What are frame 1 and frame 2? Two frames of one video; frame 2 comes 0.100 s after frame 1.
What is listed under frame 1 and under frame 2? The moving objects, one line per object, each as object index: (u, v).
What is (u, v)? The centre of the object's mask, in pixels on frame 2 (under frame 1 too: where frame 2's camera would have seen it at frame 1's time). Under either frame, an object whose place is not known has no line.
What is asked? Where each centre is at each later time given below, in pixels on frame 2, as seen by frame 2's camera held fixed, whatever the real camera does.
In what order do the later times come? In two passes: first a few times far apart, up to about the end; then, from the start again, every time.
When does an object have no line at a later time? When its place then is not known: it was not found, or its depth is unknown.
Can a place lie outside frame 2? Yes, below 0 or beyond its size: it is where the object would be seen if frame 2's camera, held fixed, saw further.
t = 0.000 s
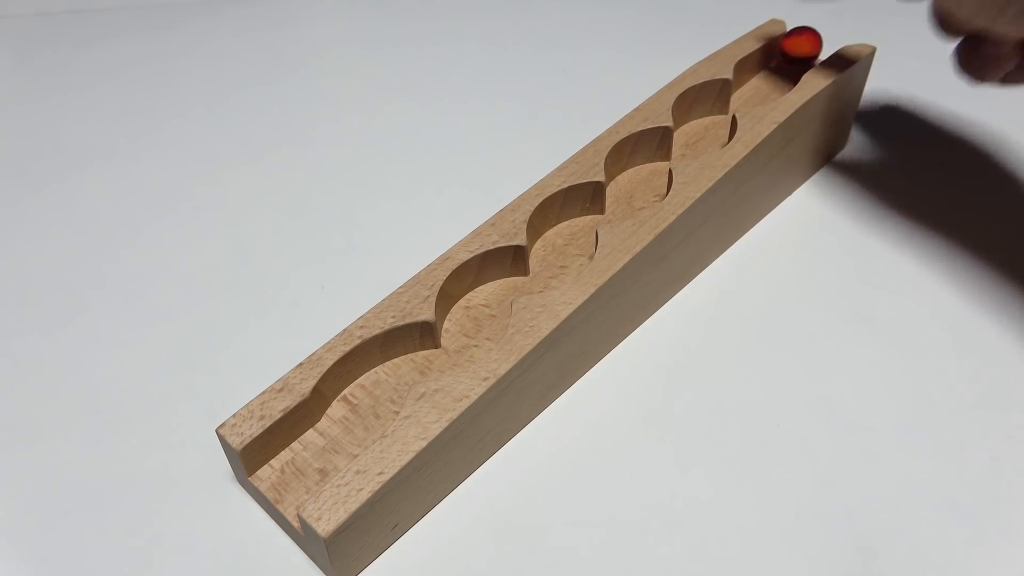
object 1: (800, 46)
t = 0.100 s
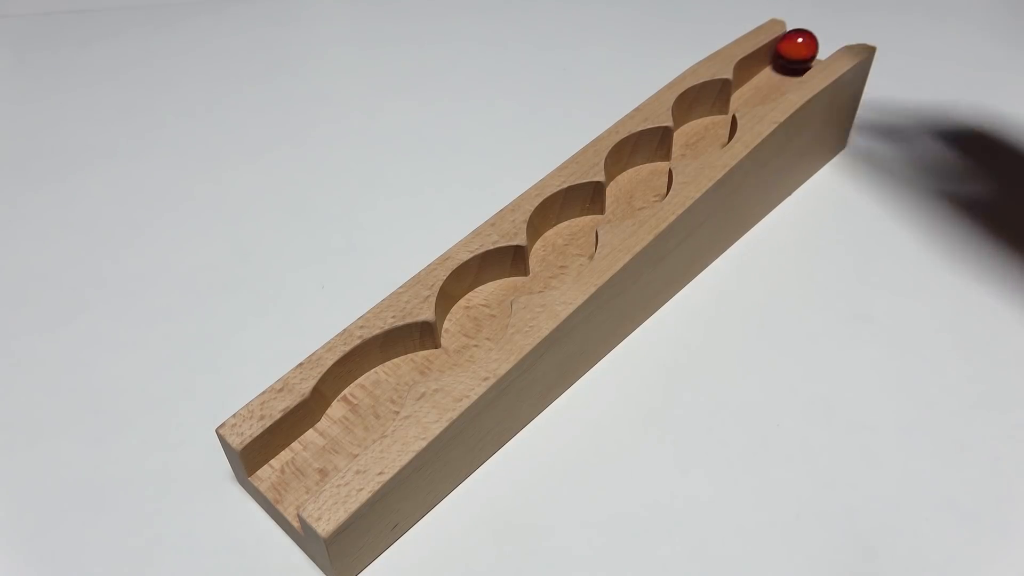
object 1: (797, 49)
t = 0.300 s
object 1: (769, 73)
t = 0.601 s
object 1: (751, 98)
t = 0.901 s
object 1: (697, 127)
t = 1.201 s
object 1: (676, 154)
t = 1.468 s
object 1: (634, 177)
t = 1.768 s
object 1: (625, 205)
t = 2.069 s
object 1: (562, 228)
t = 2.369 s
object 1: (554, 268)
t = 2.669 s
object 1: (489, 291)
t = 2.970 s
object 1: (467, 337)
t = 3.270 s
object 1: (409, 365)
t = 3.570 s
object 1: (342, 406)
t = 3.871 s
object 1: (271, 495)
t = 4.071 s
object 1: (189, 557)
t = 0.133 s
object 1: (794, 51)
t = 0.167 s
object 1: (790, 54)
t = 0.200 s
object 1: (786, 58)
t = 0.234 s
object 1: (781, 63)
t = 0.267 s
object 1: (776, 67)
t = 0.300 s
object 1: (769, 73)
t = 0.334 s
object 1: (766, 76)
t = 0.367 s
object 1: (763, 80)
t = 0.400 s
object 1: (759, 83)
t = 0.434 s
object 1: (754, 86)
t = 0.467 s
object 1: (754, 88)
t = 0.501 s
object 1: (754, 91)
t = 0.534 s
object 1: (753, 93)
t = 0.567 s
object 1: (752, 96)
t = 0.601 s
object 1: (751, 98)
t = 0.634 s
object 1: (745, 100)
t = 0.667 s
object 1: (737, 103)
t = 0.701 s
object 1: (729, 109)
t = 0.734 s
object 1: (722, 113)
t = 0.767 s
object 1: (717, 116)
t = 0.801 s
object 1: (711, 120)
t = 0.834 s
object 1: (704, 121)
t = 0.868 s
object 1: (696, 124)
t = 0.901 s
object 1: (697, 127)
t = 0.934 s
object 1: (698, 131)
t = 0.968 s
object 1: (698, 135)
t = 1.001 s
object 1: (697, 138)
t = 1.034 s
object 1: (697, 141)
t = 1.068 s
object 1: (696, 143)
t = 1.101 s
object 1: (695, 146)
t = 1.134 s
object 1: (693, 148)
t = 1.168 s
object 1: (685, 150)
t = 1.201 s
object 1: (676, 154)
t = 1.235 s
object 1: (669, 158)
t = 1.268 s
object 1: (662, 162)
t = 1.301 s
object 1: (656, 164)
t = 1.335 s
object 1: (649, 166)
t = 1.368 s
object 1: (642, 166)
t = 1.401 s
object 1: (637, 170)
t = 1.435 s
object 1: (636, 173)
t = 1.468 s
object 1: (634, 177)
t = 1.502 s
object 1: (631, 181)
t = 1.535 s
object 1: (629, 185)
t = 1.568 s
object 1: (631, 189)
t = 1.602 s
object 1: (631, 192)
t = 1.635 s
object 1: (632, 195)
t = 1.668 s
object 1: (632, 198)
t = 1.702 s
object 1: (632, 201)
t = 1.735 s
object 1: (631, 203)
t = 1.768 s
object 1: (625, 205)
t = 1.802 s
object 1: (619, 207)
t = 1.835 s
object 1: (613, 209)
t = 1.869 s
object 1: (606, 212)
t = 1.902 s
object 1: (598, 215)
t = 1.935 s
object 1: (590, 218)
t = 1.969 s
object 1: (584, 221)
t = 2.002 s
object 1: (577, 223)
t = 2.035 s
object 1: (570, 225)
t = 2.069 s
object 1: (562, 228)
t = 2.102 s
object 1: (560, 232)
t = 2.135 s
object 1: (558, 237)
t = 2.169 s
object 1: (556, 241)
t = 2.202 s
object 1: (554, 246)
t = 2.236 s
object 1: (555, 251)
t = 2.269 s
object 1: (556, 256)
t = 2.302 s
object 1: (556, 261)
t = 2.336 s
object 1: (555, 265)
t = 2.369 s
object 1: (554, 268)
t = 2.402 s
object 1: (549, 270)
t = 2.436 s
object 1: (542, 273)
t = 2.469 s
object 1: (536, 275)
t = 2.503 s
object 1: (528, 279)
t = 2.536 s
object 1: (519, 282)
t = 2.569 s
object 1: (511, 285)
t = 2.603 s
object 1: (504, 287)
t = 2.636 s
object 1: (496, 289)
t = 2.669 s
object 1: (489, 291)
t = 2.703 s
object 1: (479, 293)
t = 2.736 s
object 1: (476, 298)
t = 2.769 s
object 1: (474, 303)
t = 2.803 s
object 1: (471, 309)
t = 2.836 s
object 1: (467, 315)
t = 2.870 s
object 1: (466, 321)
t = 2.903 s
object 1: (467, 326)
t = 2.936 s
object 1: (468, 333)
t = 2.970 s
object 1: (467, 337)
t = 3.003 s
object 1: (466, 343)
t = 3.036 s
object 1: (462, 346)
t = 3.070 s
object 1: (455, 349)
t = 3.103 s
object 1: (449, 352)
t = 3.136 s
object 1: (442, 355)
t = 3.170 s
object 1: (434, 358)
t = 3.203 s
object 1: (427, 360)
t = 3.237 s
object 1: (418, 362)
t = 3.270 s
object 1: (409, 365)
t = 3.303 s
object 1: (401, 366)
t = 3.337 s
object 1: (392, 367)
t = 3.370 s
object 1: (384, 368)
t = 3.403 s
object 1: (377, 374)
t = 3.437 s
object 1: (370, 379)
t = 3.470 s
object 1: (363, 385)
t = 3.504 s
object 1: (356, 391)
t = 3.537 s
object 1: (348, 398)
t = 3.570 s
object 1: (342, 406)
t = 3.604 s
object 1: (338, 414)
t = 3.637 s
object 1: (333, 424)
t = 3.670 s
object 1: (328, 434)
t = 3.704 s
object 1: (321, 444)
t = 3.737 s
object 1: (312, 455)
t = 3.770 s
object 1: (303, 466)
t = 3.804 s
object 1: (295, 477)
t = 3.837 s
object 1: (283, 486)
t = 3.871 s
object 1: (271, 495)
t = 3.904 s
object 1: (260, 506)
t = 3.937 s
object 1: (248, 528)
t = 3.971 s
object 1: (241, 549)
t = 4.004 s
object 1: (225, 549)
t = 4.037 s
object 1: (206, 551)
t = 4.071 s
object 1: (189, 557)
